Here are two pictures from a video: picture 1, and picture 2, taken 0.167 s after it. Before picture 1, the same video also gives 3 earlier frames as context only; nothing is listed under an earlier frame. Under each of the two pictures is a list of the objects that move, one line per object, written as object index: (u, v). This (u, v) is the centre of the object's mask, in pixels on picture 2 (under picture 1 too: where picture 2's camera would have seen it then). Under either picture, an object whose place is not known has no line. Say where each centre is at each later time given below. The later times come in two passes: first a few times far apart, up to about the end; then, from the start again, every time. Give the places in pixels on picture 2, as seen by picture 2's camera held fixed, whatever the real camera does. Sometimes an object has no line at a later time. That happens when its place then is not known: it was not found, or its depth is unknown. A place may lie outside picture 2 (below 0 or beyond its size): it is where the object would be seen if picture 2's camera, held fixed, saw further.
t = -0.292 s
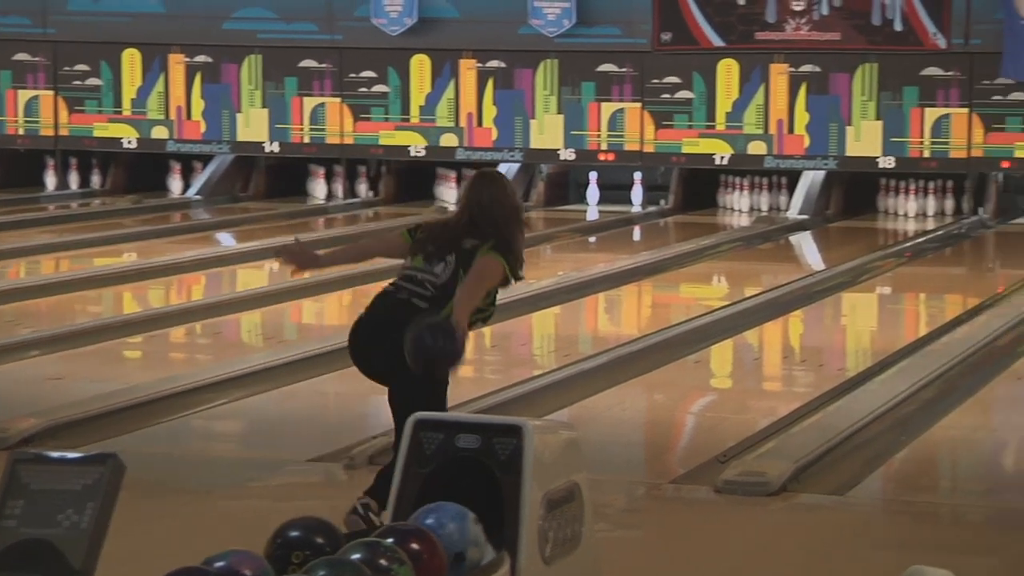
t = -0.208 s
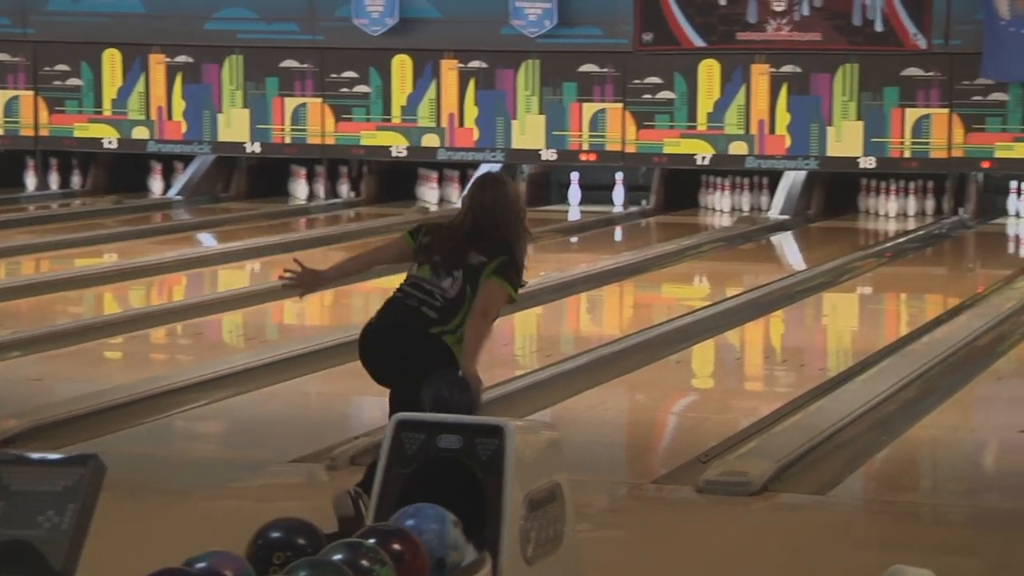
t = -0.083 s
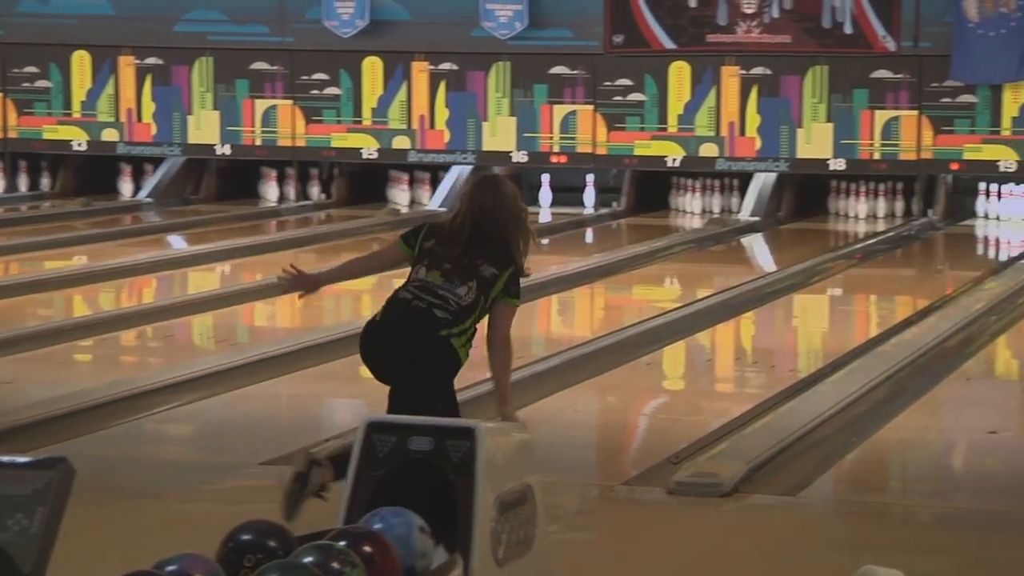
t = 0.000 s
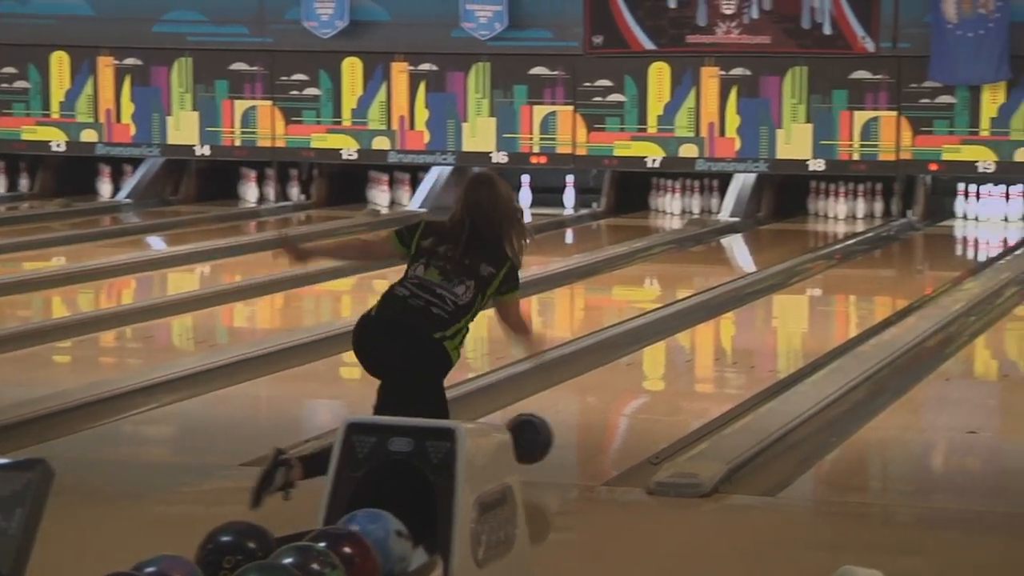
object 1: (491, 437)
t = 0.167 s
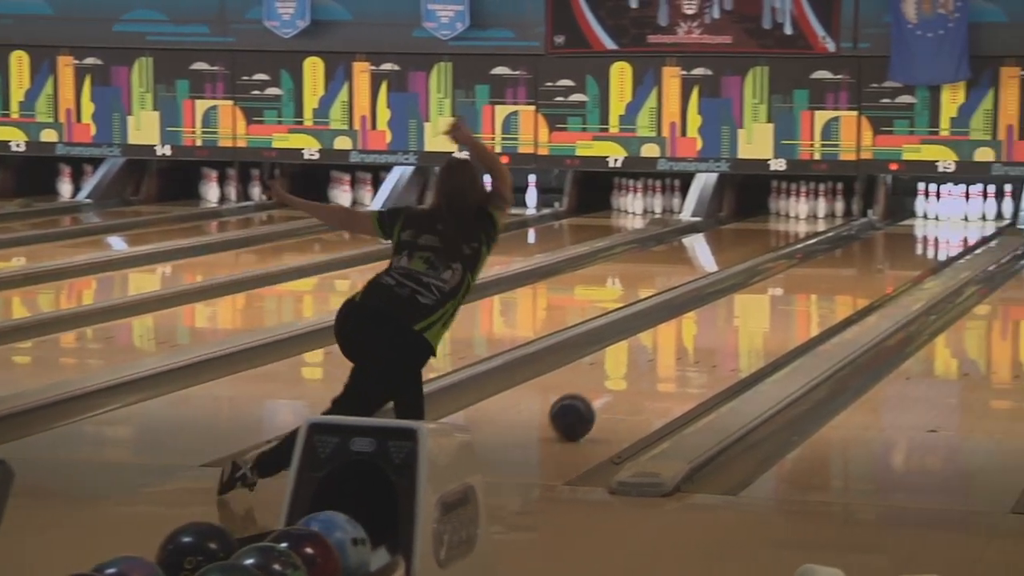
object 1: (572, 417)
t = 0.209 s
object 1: (590, 408)
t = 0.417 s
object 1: (668, 370)
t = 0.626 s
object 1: (729, 341)
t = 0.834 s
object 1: (780, 316)
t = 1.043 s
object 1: (821, 295)
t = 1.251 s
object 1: (855, 277)
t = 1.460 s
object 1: (884, 262)
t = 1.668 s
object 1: (909, 249)
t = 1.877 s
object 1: (928, 238)
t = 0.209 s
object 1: (590, 408)
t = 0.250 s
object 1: (607, 401)
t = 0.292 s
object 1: (623, 392)
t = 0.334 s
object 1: (639, 385)
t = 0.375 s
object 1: (654, 378)
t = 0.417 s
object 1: (668, 370)
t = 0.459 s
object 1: (681, 364)
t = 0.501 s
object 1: (694, 358)
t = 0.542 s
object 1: (707, 352)
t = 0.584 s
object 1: (718, 346)
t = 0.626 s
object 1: (729, 341)
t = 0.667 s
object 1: (740, 335)
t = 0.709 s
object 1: (751, 330)
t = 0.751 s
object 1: (761, 325)
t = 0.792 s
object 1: (771, 320)
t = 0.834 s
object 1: (780, 316)
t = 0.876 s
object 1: (789, 311)
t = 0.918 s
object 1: (797, 307)
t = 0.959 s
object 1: (805, 303)
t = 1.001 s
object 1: (814, 299)
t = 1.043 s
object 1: (821, 295)
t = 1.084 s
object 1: (828, 291)
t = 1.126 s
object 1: (835, 287)
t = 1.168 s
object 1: (843, 284)
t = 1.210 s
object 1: (849, 280)
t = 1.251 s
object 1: (855, 277)
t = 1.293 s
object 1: (862, 274)
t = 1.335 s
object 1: (867, 271)
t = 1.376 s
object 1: (873, 268)
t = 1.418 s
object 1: (879, 265)
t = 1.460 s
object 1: (884, 262)
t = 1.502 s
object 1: (889, 259)
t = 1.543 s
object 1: (895, 257)
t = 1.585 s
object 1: (899, 254)
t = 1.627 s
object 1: (904, 252)
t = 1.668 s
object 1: (909, 249)
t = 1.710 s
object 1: (913, 246)
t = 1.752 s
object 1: (917, 244)
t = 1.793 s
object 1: (922, 242)
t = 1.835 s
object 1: (924, 240)
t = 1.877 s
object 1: (928, 238)
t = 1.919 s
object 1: (931, 236)
